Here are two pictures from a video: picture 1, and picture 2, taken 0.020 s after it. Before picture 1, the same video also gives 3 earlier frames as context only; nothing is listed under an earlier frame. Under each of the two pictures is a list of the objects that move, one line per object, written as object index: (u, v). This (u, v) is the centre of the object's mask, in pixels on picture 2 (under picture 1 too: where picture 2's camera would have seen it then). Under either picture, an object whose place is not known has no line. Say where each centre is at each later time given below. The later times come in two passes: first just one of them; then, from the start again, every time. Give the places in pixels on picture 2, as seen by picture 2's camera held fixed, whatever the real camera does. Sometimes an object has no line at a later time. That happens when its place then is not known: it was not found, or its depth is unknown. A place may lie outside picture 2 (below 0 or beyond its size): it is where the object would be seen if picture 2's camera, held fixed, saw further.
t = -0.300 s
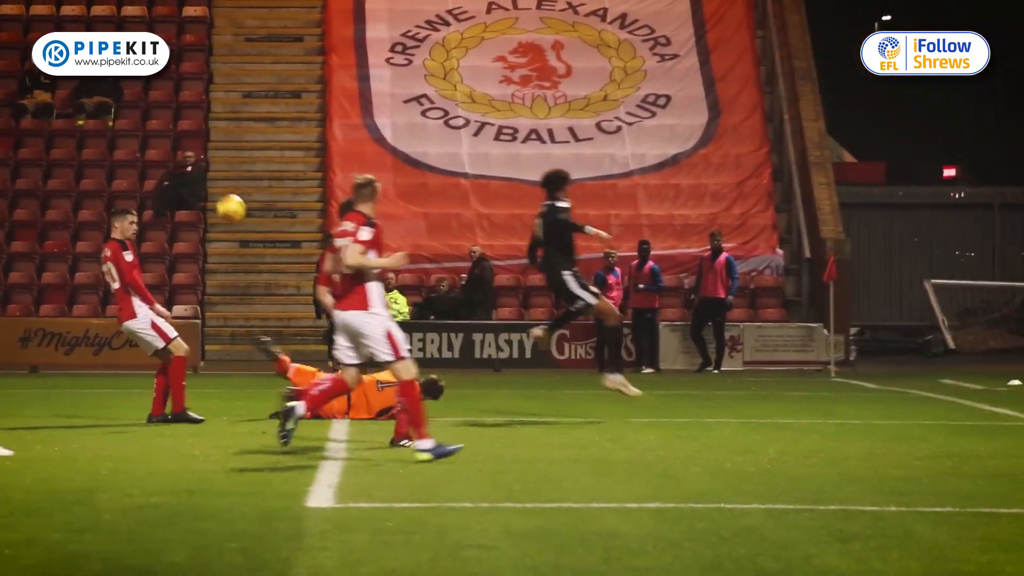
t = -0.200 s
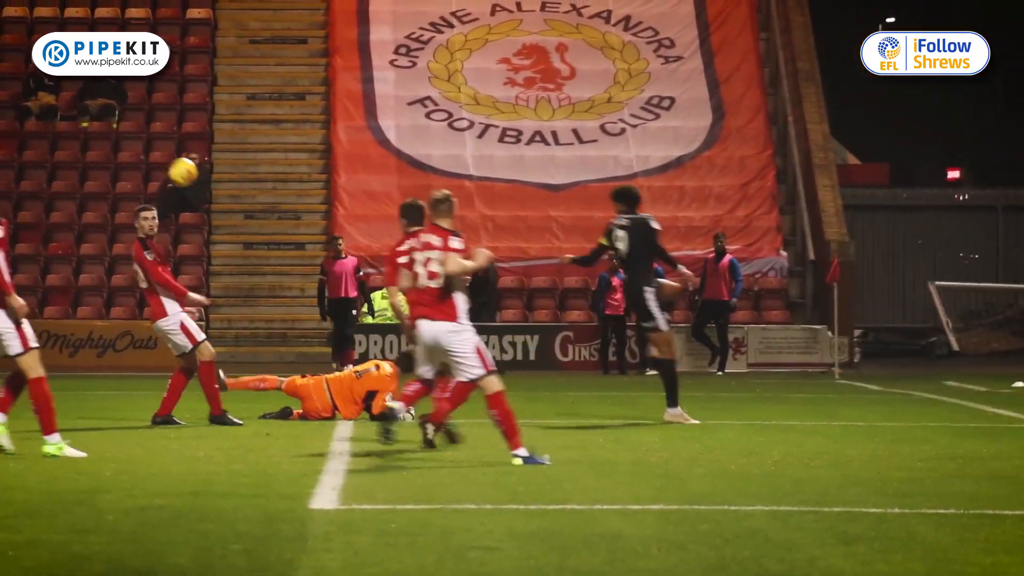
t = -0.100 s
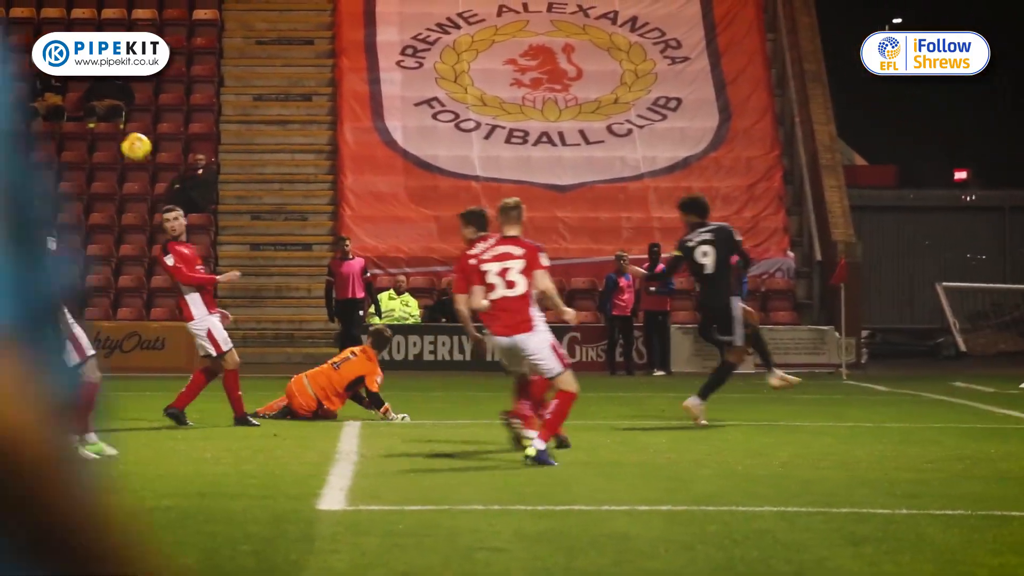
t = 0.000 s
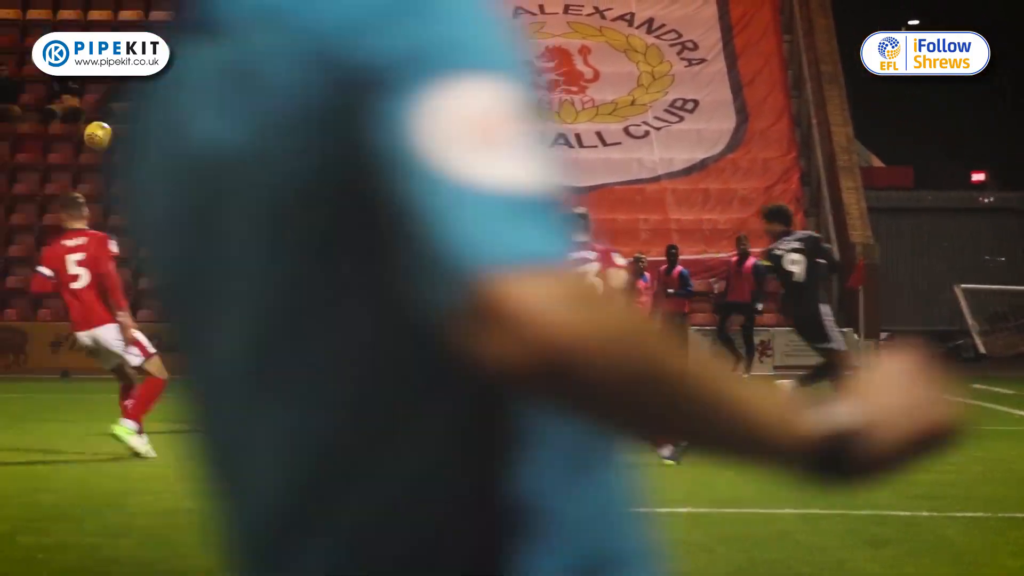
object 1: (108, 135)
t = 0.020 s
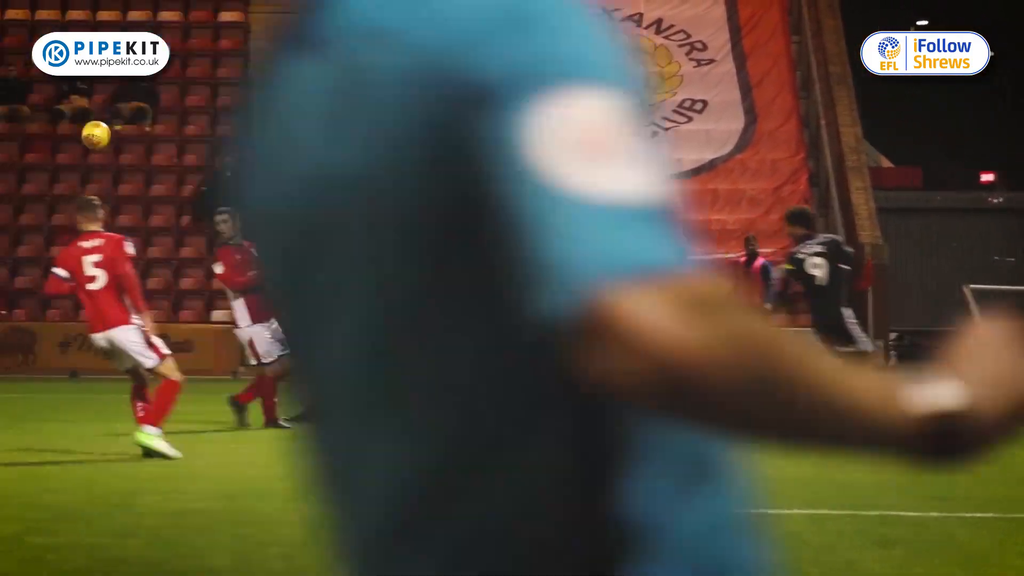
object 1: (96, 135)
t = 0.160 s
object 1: (12, 138)
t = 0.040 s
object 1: (84, 135)
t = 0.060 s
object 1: (73, 133)
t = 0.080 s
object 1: (61, 133)
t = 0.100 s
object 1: (49, 134)
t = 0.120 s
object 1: (37, 135)
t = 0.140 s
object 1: (26, 136)
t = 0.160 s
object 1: (12, 138)
